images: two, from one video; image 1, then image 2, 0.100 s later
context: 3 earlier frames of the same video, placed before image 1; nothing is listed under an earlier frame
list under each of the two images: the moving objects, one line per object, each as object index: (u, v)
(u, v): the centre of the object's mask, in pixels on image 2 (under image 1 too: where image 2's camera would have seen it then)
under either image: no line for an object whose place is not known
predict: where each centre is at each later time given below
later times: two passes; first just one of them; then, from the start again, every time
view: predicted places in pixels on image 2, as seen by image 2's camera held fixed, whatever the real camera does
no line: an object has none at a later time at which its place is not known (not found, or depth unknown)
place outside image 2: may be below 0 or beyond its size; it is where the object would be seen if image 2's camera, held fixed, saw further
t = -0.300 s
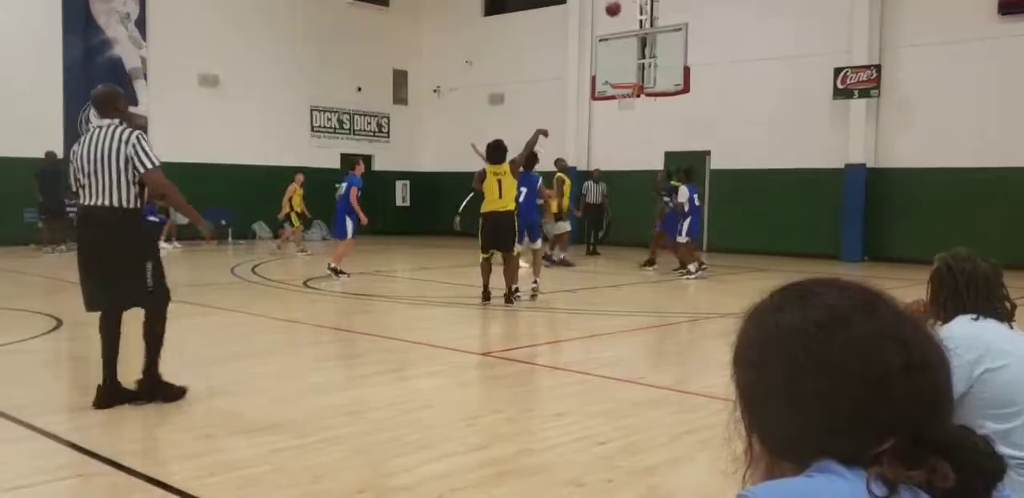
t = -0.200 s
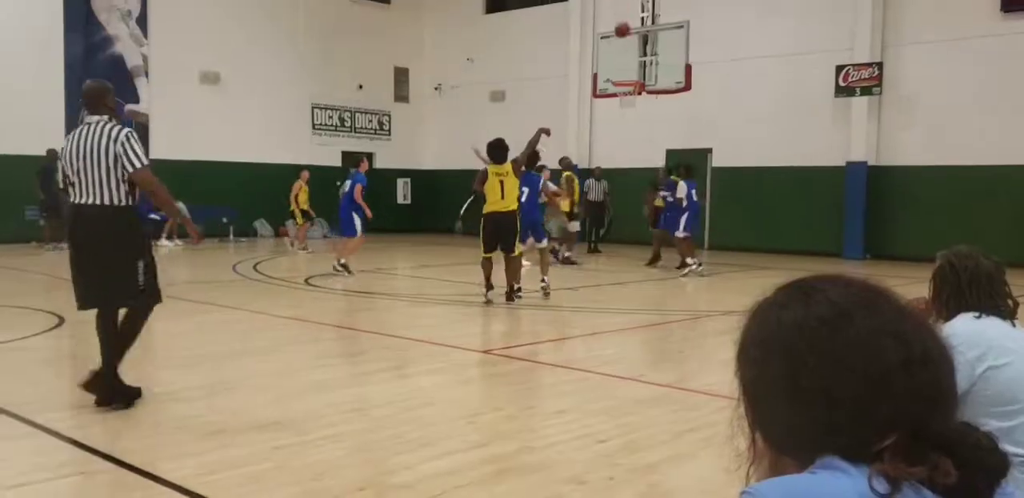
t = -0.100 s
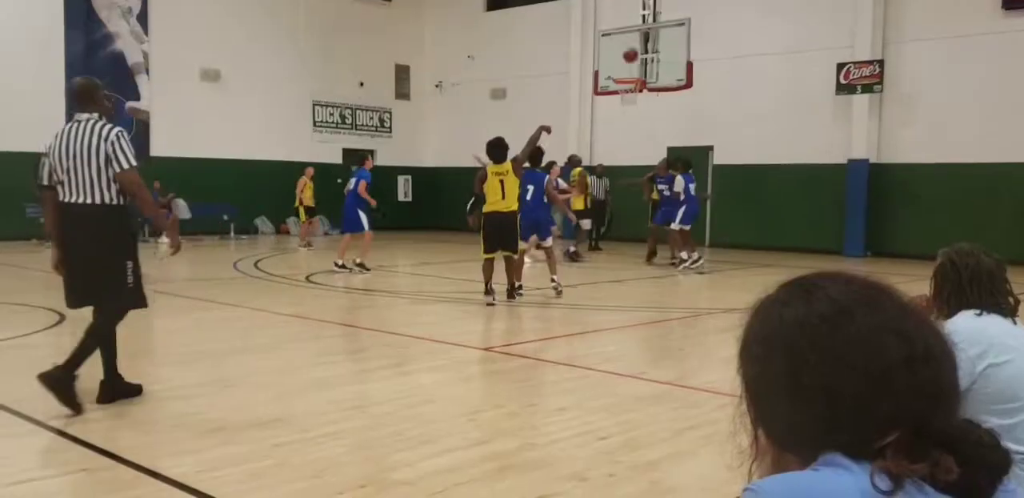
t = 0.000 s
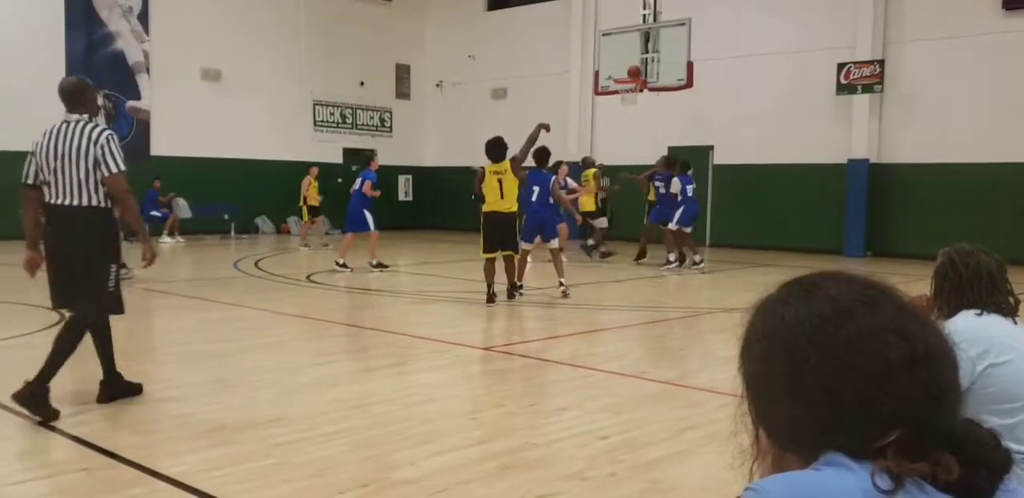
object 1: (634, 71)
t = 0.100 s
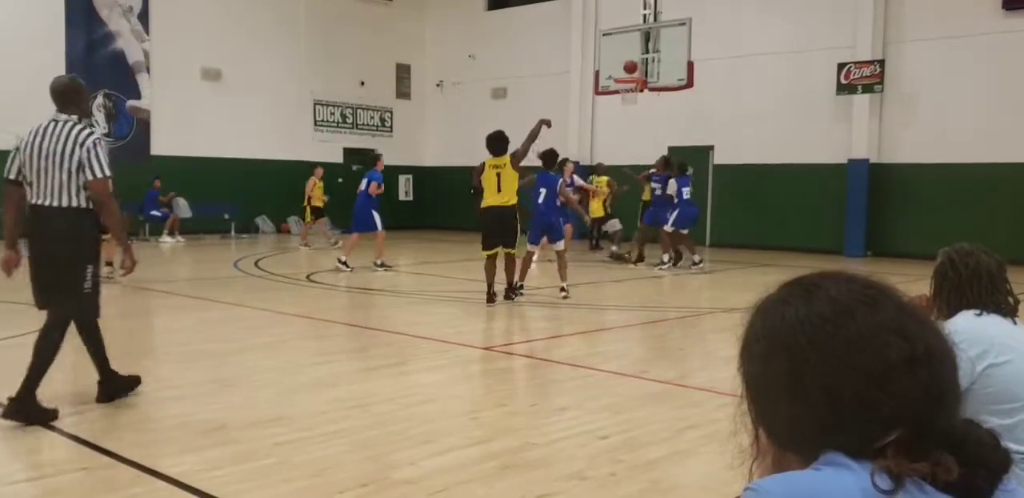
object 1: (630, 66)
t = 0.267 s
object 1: (613, 53)
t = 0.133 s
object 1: (628, 63)
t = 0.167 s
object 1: (624, 60)
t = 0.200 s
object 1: (621, 57)
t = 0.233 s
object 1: (617, 54)
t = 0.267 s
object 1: (613, 53)
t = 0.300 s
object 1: (609, 52)
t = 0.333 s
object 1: (605, 53)
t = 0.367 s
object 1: (601, 53)
